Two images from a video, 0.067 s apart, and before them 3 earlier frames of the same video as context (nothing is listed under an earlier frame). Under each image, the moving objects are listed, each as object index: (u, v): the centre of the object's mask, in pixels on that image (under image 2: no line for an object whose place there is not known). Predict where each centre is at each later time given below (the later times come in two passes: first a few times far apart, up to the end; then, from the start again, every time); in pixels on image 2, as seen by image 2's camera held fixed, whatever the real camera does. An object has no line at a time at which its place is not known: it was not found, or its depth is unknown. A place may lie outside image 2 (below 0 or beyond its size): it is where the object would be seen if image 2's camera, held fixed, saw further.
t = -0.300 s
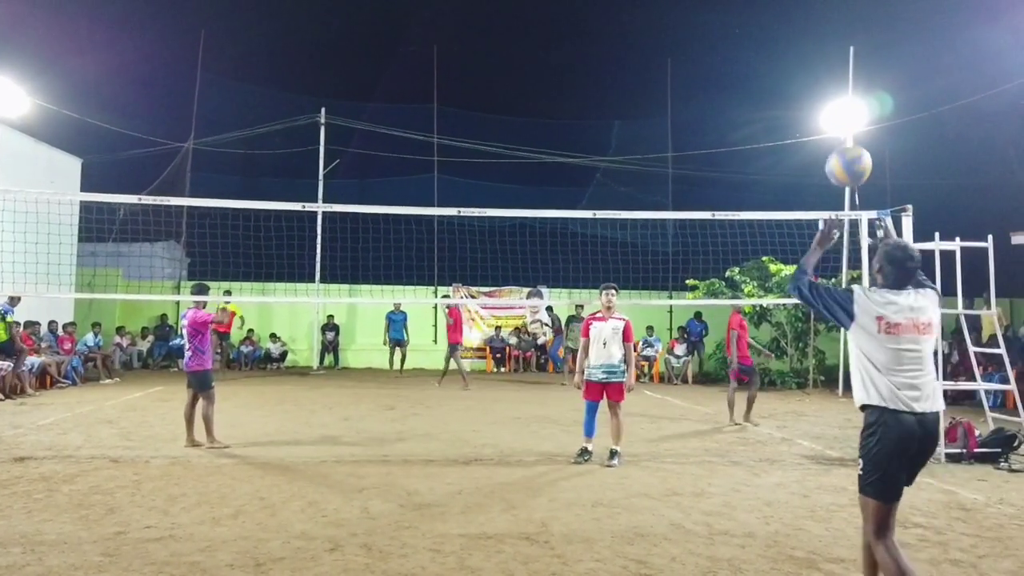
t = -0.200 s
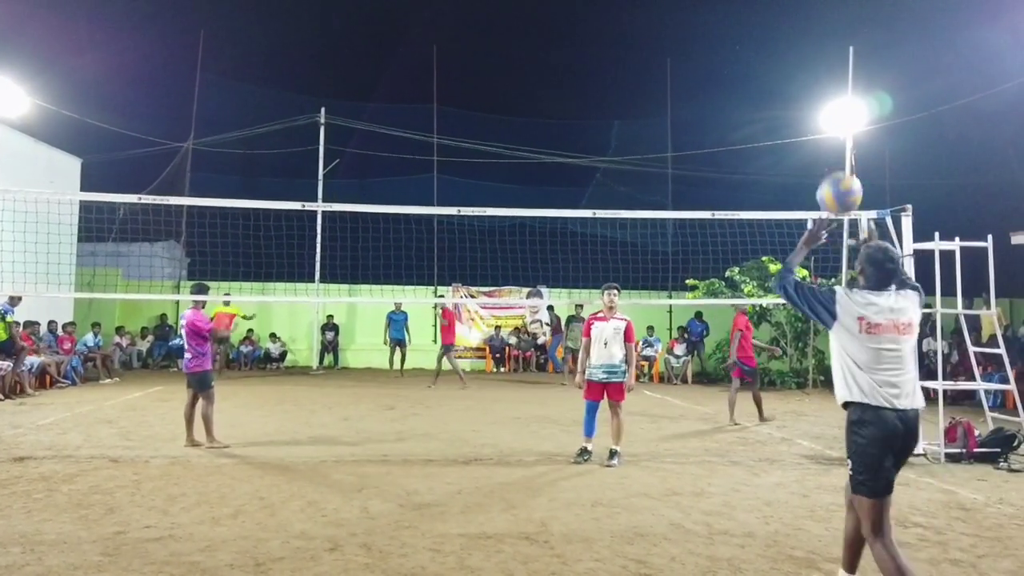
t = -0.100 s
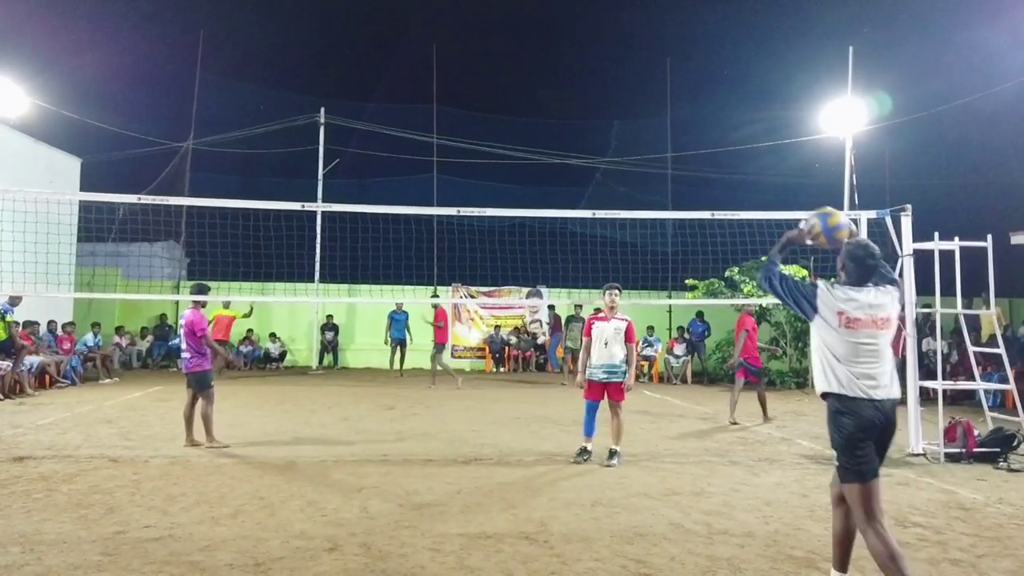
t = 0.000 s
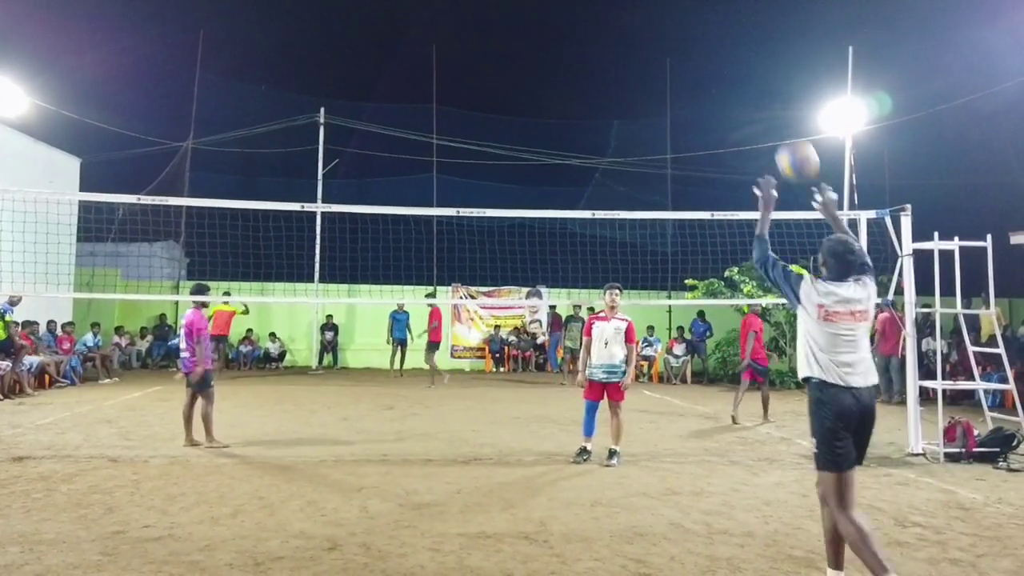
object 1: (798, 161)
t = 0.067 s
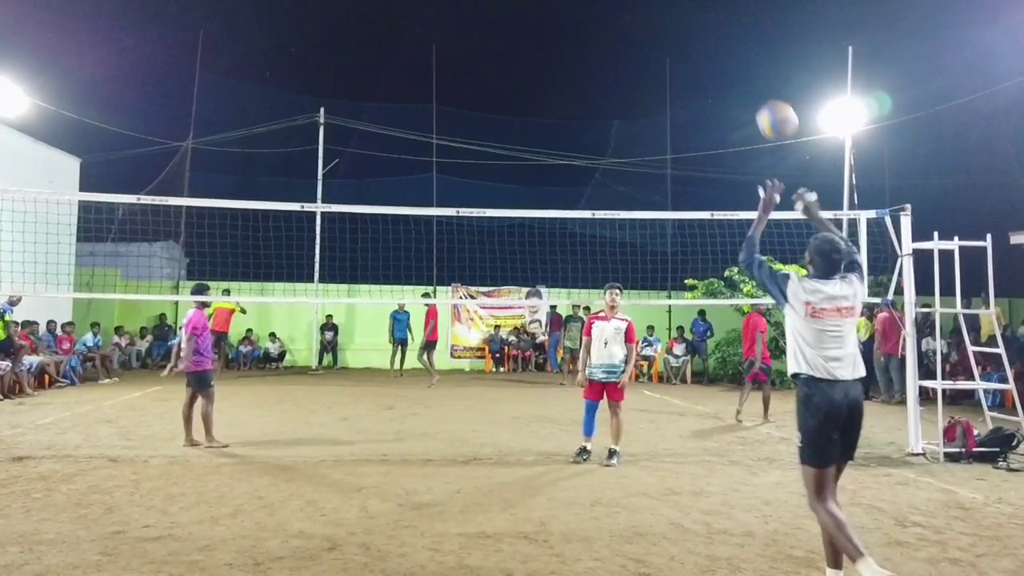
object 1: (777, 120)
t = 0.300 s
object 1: (722, 57)
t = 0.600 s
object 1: (674, 92)
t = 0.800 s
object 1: (650, 165)
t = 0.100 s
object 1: (768, 104)
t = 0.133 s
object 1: (759, 92)
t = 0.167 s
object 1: (751, 80)
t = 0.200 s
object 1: (743, 71)
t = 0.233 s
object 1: (735, 65)
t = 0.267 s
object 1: (729, 60)
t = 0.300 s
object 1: (722, 57)
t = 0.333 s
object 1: (715, 55)
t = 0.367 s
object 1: (710, 55)
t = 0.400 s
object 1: (704, 56)
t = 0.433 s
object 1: (698, 59)
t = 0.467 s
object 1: (693, 64)
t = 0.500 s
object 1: (688, 69)
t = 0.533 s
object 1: (683, 76)
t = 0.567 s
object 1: (678, 83)
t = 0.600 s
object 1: (674, 92)
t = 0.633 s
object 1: (669, 102)
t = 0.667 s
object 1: (666, 113)
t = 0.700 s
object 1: (661, 125)
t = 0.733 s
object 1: (658, 137)
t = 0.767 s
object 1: (654, 150)
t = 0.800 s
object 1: (650, 165)
